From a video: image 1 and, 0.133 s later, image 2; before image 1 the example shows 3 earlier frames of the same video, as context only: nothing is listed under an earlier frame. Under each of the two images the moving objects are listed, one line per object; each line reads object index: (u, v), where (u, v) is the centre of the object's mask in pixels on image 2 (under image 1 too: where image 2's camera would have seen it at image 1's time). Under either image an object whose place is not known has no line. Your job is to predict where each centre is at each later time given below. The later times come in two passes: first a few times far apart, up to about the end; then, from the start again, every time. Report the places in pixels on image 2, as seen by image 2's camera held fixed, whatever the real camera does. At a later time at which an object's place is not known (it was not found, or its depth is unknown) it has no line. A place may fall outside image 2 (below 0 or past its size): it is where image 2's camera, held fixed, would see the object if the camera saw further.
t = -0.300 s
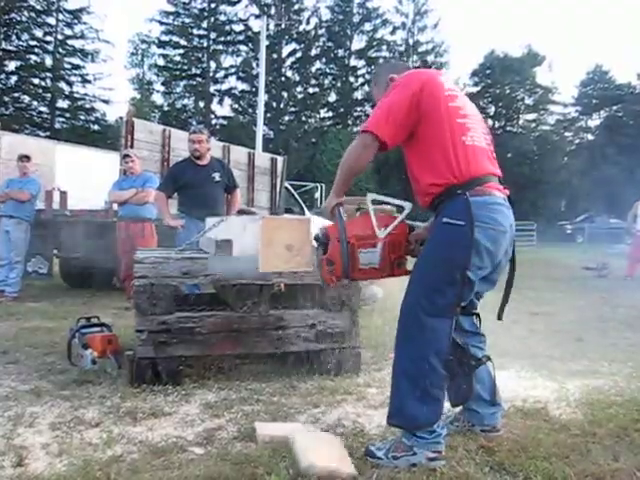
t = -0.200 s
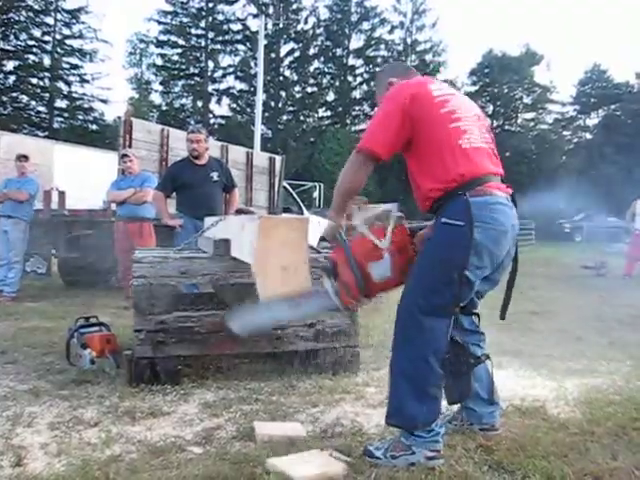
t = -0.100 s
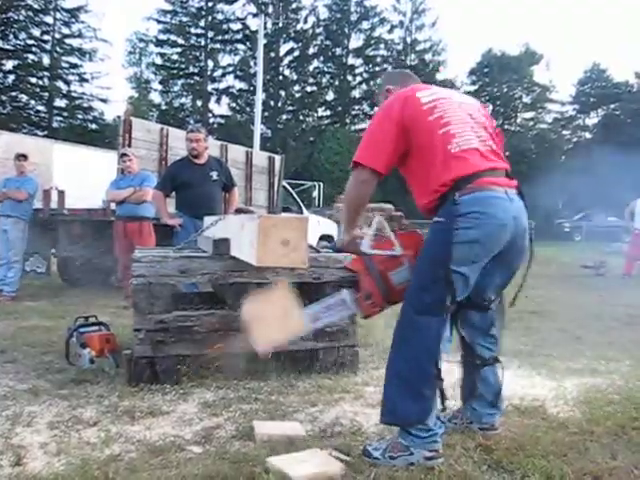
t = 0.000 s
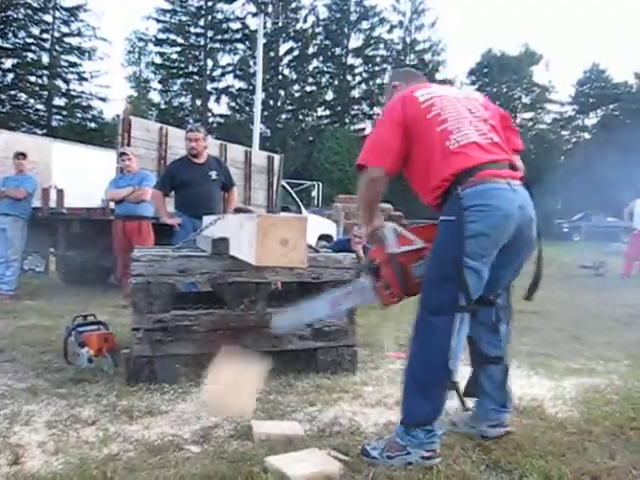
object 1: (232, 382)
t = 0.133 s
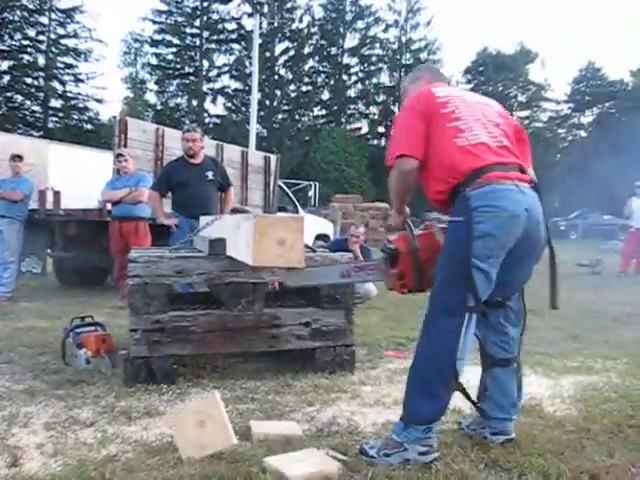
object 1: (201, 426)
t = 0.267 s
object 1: (202, 426)
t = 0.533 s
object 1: (223, 438)
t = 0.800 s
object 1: (226, 445)
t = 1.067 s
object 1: (226, 445)
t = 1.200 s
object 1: (226, 445)
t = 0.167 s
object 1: (200, 426)
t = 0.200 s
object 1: (200, 426)
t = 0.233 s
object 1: (201, 426)
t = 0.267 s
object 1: (202, 426)
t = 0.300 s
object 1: (204, 427)
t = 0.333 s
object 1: (209, 429)
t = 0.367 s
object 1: (212, 430)
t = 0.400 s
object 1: (216, 432)
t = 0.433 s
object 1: (219, 431)
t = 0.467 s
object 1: (221, 431)
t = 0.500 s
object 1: (224, 432)
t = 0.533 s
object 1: (223, 438)
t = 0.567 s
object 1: (225, 443)
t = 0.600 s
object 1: (226, 444)
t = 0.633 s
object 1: (226, 444)
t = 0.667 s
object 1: (225, 444)
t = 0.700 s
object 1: (226, 445)
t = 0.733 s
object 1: (226, 445)
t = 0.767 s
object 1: (226, 445)
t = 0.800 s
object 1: (226, 445)
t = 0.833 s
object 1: (226, 445)
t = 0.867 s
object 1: (226, 445)
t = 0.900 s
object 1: (226, 445)
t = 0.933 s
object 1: (226, 445)
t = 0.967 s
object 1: (226, 445)
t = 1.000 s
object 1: (226, 445)
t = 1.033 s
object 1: (226, 445)
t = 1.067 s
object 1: (226, 445)
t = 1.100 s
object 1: (226, 445)
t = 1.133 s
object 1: (226, 445)
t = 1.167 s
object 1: (226, 445)
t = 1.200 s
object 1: (226, 445)
